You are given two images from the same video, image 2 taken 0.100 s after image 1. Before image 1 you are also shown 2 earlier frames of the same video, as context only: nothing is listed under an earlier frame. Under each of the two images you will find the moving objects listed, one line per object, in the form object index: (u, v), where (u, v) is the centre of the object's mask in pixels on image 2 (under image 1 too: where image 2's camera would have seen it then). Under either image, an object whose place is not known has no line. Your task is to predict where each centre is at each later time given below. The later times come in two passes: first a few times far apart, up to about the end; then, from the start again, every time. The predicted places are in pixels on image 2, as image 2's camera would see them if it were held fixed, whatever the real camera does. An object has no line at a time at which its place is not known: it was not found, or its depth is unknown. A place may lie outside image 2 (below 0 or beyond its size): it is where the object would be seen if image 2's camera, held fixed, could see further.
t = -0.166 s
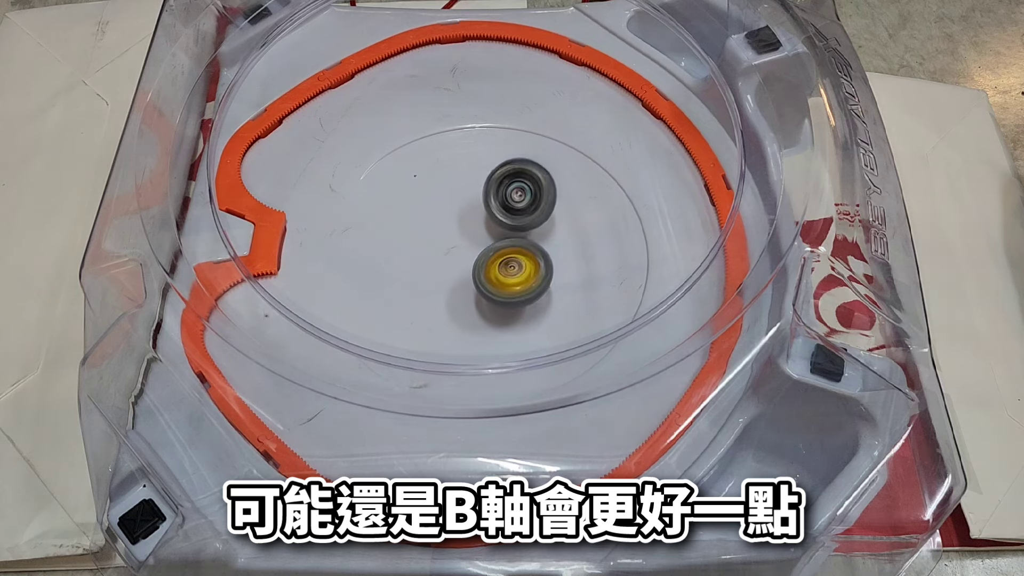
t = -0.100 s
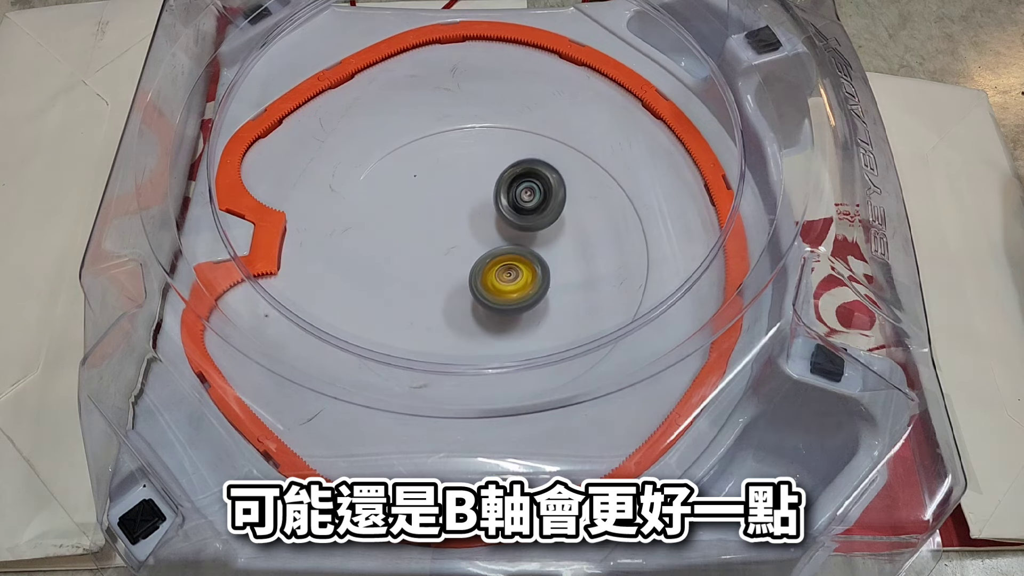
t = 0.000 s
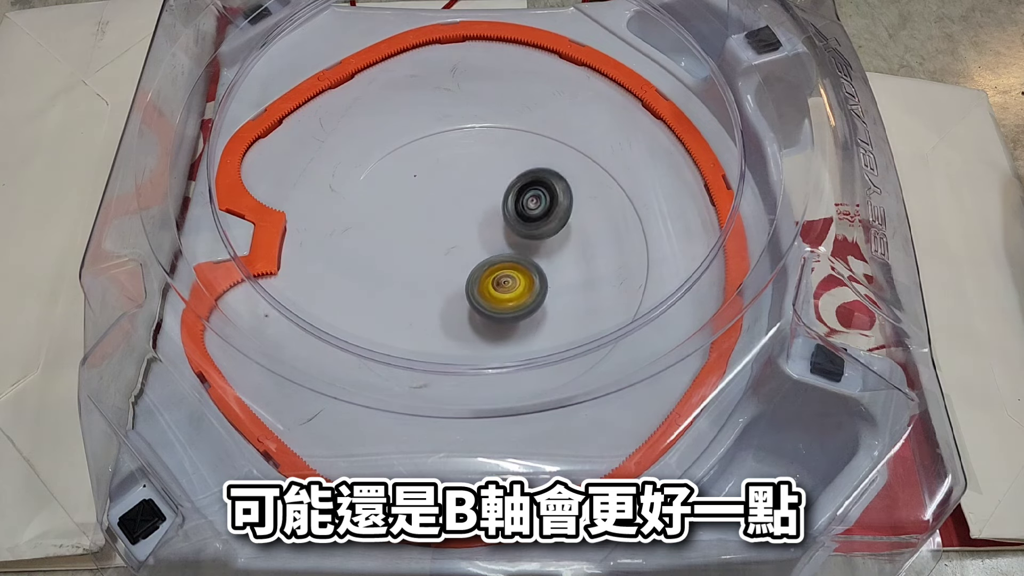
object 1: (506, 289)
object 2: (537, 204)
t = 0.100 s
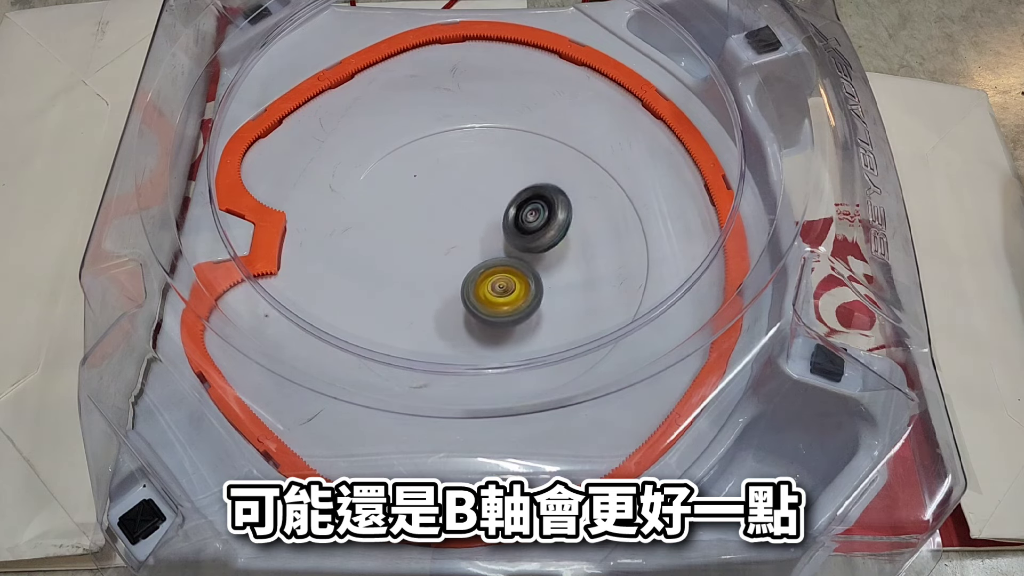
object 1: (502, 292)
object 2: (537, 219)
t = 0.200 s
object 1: (494, 294)
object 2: (530, 232)
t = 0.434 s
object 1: (448, 332)
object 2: (532, 205)
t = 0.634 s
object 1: (444, 337)
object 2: (491, 207)
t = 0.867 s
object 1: (447, 314)
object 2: (462, 197)
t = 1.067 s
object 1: (447, 272)
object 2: (459, 194)
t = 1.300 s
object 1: (390, 348)
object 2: (536, 81)
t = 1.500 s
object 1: (445, 337)
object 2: (577, 76)
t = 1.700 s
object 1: (497, 304)
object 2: (593, 110)
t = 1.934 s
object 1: (524, 244)
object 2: (534, 173)
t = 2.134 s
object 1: (531, 240)
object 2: (459, 168)
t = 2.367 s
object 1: (556, 234)
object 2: (443, 153)
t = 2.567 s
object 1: (557, 224)
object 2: (470, 181)
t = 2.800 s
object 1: (628, 284)
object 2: (363, 143)
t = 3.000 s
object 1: (596, 287)
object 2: (320, 143)
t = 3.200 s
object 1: (569, 295)
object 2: (311, 125)
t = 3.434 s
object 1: (519, 299)
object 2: (336, 133)
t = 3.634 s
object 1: (469, 289)
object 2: (345, 175)
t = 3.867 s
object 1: (425, 292)
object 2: (391, 201)
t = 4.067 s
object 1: (433, 310)
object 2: (451, 142)
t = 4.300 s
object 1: (457, 265)
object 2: (500, 179)
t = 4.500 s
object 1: (435, 280)
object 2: (532, 203)
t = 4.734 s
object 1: (472, 272)
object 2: (495, 221)
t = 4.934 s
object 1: (499, 268)
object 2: (446, 226)
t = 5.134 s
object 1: (520, 256)
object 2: (447, 235)
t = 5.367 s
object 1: (611, 289)
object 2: (395, 190)
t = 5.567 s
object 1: (620, 282)
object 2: (402, 199)
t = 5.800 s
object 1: (604, 287)
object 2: (430, 240)
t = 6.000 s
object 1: (564, 279)
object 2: (436, 245)
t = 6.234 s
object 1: (508, 257)
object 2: (436, 246)
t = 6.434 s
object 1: (535, 238)
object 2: (386, 235)
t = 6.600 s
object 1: (560, 220)
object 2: (384, 232)
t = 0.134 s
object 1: (500, 293)
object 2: (535, 224)
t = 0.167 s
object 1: (498, 292)
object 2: (532, 229)
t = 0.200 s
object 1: (494, 294)
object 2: (530, 232)
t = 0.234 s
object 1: (490, 296)
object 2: (527, 234)
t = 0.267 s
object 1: (486, 297)
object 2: (524, 238)
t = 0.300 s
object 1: (472, 309)
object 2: (529, 228)
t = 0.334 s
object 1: (459, 321)
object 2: (534, 218)
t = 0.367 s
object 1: (452, 327)
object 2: (536, 210)
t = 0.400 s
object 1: (449, 329)
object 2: (535, 206)
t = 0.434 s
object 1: (448, 332)
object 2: (532, 205)
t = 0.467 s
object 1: (448, 334)
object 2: (527, 206)
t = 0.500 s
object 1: (446, 336)
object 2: (520, 207)
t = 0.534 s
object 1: (446, 337)
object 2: (513, 208)
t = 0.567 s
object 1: (445, 338)
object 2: (506, 208)
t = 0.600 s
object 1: (445, 338)
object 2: (498, 208)
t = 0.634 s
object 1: (444, 337)
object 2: (491, 207)
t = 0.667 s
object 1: (445, 337)
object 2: (485, 206)
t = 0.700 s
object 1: (444, 335)
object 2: (479, 204)
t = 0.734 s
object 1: (444, 333)
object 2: (475, 203)
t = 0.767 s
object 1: (444, 330)
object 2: (471, 202)
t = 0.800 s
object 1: (445, 326)
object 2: (467, 200)
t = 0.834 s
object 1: (446, 320)
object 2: (464, 199)
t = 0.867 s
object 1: (447, 314)
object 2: (462, 197)
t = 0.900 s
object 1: (447, 307)
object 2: (460, 196)
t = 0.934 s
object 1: (447, 300)
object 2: (459, 195)
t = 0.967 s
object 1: (448, 294)
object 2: (458, 194)
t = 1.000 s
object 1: (448, 287)
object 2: (458, 194)
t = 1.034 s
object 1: (448, 279)
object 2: (458, 194)
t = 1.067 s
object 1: (447, 272)
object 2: (459, 194)
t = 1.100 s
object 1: (447, 265)
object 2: (460, 195)
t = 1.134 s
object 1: (438, 272)
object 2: (468, 181)
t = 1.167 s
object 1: (419, 299)
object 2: (487, 146)
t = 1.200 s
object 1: (403, 321)
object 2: (502, 119)
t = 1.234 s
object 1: (395, 329)
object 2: (515, 99)
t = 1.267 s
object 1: (388, 344)
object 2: (527, 89)
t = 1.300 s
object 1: (390, 348)
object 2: (536, 81)
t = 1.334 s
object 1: (396, 349)
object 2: (544, 77)
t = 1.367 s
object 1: (404, 351)
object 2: (551, 75)
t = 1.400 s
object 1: (413, 351)
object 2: (558, 74)
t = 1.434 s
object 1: (426, 339)
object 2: (565, 73)
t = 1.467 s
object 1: (435, 338)
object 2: (571, 73)
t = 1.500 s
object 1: (445, 337)
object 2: (577, 76)
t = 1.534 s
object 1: (454, 335)
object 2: (583, 79)
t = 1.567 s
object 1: (464, 331)
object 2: (588, 83)
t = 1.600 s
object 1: (473, 327)
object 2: (592, 89)
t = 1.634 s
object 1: (482, 321)
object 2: (593, 95)
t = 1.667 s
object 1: (490, 313)
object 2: (594, 102)
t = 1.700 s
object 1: (497, 304)
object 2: (593, 110)
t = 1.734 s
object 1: (503, 295)
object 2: (591, 117)
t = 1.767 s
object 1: (508, 286)
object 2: (587, 124)
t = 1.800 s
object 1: (513, 278)
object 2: (580, 133)
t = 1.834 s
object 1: (517, 269)
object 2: (571, 144)
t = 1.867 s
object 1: (520, 261)
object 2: (560, 153)
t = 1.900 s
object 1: (522, 252)
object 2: (548, 163)
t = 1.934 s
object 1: (524, 244)
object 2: (534, 173)
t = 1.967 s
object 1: (526, 237)
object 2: (520, 180)
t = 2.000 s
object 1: (526, 236)
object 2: (507, 181)
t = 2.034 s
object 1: (525, 234)
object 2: (495, 181)
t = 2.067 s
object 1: (524, 230)
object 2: (484, 182)
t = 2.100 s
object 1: (527, 234)
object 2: (471, 178)
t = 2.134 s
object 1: (531, 240)
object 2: (459, 168)
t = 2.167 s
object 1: (535, 243)
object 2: (448, 163)
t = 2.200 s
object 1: (537, 243)
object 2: (442, 158)
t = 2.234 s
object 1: (542, 241)
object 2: (439, 153)
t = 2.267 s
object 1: (546, 240)
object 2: (438, 150)
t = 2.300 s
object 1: (550, 238)
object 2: (439, 149)
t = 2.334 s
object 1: (553, 236)
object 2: (441, 150)
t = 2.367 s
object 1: (556, 234)
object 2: (443, 153)
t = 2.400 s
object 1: (558, 233)
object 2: (445, 155)
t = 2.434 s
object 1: (560, 231)
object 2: (449, 160)
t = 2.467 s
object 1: (561, 229)
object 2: (453, 164)
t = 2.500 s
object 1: (561, 227)
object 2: (458, 169)
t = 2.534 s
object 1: (560, 225)
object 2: (464, 174)
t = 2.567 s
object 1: (557, 224)
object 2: (470, 181)
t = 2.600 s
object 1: (553, 223)
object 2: (476, 189)
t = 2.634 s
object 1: (548, 223)
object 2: (480, 196)
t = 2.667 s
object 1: (567, 237)
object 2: (463, 185)
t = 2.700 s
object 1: (593, 255)
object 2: (432, 168)
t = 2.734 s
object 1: (613, 270)
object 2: (405, 157)
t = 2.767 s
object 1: (625, 280)
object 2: (381, 148)
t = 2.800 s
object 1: (628, 284)
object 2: (363, 143)
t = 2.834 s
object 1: (623, 288)
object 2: (348, 141)
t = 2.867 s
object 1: (617, 289)
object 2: (340, 143)
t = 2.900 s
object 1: (611, 290)
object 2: (333, 148)
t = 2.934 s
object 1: (606, 289)
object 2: (327, 145)
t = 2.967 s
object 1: (602, 289)
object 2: (324, 145)
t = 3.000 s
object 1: (596, 287)
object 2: (320, 143)
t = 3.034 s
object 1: (592, 286)
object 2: (316, 141)
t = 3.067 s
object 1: (587, 287)
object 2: (313, 139)
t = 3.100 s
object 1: (583, 289)
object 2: (311, 135)
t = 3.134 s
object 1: (579, 290)
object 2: (310, 132)
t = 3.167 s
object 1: (574, 292)
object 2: (310, 128)
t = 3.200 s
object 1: (569, 295)
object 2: (311, 125)
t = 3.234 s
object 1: (563, 296)
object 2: (314, 123)
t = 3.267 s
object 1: (557, 297)
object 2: (317, 122)
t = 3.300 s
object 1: (550, 298)
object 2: (322, 122)
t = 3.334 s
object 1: (542, 299)
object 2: (326, 123)
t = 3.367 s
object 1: (535, 299)
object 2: (330, 125)
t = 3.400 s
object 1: (527, 299)
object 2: (333, 129)
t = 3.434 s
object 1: (519, 299)
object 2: (336, 133)
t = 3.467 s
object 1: (511, 298)
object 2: (337, 137)
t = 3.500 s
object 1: (502, 297)
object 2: (339, 141)
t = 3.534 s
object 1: (493, 295)
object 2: (339, 147)
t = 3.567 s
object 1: (485, 294)
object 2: (340, 155)
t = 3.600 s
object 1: (477, 292)
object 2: (342, 164)
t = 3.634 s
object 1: (469, 289)
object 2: (345, 175)
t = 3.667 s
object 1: (461, 286)
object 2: (349, 185)
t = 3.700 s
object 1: (453, 283)
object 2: (353, 195)
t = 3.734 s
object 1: (446, 279)
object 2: (359, 203)
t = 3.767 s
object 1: (439, 276)
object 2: (366, 212)
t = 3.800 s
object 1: (432, 272)
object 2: (374, 220)
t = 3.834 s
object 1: (427, 276)
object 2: (383, 217)
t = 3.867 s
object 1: (425, 292)
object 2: (391, 201)
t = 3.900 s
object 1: (423, 309)
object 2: (399, 188)
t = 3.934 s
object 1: (424, 319)
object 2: (410, 170)
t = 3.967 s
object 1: (426, 323)
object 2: (420, 164)
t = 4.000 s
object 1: (428, 322)
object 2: (431, 151)
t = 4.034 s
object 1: (430, 316)
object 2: (442, 149)
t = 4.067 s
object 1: (433, 310)
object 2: (451, 142)
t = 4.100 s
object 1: (436, 306)
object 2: (461, 143)
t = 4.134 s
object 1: (439, 298)
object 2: (469, 143)
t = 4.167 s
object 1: (442, 292)
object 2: (477, 148)
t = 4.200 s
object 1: (446, 286)
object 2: (483, 150)
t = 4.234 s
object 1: (449, 279)
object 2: (488, 160)
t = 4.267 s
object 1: (453, 272)
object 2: (495, 171)
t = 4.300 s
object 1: (457, 265)
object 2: (500, 179)
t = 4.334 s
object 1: (461, 258)
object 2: (504, 194)
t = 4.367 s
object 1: (464, 251)
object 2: (508, 205)
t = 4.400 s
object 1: (456, 259)
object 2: (515, 206)
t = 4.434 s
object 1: (446, 269)
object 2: (523, 200)
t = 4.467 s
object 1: (438, 277)
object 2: (530, 202)
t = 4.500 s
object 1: (435, 280)
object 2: (532, 203)
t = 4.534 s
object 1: (436, 280)
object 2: (531, 203)
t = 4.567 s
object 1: (442, 279)
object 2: (530, 206)
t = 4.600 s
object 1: (448, 278)
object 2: (527, 209)
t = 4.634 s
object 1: (454, 278)
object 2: (519, 207)
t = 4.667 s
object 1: (460, 276)
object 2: (513, 214)
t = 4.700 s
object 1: (466, 274)
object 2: (504, 222)
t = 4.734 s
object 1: (472, 272)
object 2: (495, 221)
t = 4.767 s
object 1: (475, 274)
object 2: (487, 221)
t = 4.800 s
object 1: (479, 273)
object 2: (479, 218)
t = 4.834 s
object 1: (484, 272)
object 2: (472, 218)
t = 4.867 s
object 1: (489, 271)
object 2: (461, 224)
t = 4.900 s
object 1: (494, 270)
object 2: (453, 227)
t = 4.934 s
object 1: (499, 268)
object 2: (446, 226)
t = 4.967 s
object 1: (502, 267)
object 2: (442, 227)
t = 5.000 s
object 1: (506, 265)
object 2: (436, 232)
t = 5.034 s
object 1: (510, 264)
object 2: (437, 231)
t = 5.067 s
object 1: (513, 261)
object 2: (439, 233)
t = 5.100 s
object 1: (517, 258)
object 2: (444, 232)
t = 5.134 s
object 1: (520, 256)
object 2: (447, 235)
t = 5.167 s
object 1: (523, 254)
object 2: (451, 238)
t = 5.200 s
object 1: (525, 252)
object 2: (454, 239)
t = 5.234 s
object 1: (530, 252)
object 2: (455, 242)
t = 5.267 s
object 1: (559, 267)
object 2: (435, 224)
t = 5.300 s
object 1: (582, 278)
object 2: (418, 211)
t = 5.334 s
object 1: (600, 287)
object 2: (404, 199)
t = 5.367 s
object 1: (611, 289)
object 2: (395, 190)
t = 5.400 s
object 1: (618, 289)
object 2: (390, 184)
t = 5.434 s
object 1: (623, 288)
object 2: (391, 182)
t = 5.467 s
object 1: (625, 287)
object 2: (392, 184)
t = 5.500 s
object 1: (624, 285)
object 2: (394, 188)
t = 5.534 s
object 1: (622, 284)
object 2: (397, 193)
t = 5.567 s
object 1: (620, 282)
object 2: (402, 199)
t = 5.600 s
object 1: (617, 281)
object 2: (406, 205)
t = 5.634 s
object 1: (616, 281)
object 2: (409, 212)
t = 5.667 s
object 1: (614, 282)
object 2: (412, 219)
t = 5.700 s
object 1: (613, 284)
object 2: (415, 226)
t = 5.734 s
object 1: (611, 285)
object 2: (420, 232)
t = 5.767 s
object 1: (607, 286)
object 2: (425, 236)
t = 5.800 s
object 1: (604, 287)
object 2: (430, 240)
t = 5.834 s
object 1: (598, 286)
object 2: (433, 242)
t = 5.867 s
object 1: (593, 284)
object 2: (436, 243)
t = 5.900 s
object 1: (586, 283)
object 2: (436, 244)
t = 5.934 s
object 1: (579, 282)
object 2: (436, 245)
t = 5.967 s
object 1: (572, 281)
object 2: (436, 245)
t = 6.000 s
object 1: (564, 279)
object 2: (436, 245)
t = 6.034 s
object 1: (556, 276)
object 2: (436, 246)
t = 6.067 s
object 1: (548, 274)
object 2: (436, 246)
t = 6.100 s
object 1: (539, 271)
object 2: (436, 246)
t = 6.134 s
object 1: (531, 268)
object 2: (436, 246)
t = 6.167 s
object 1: (523, 265)
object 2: (436, 246)
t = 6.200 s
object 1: (515, 261)
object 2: (436, 246)
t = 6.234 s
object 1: (508, 257)
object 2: (436, 246)
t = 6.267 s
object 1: (501, 253)
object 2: (436, 246)
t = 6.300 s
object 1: (494, 248)
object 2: (434, 246)
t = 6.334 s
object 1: (486, 243)
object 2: (432, 246)
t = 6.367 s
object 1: (499, 238)
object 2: (421, 240)
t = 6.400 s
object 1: (519, 240)
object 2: (402, 237)
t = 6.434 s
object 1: (535, 238)
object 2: (386, 235)
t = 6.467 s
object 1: (547, 235)
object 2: (376, 234)
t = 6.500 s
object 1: (555, 233)
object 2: (371, 232)
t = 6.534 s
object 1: (559, 230)
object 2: (372, 233)
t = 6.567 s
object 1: (559, 225)
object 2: (378, 233)
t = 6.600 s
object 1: (560, 220)
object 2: (384, 232)
